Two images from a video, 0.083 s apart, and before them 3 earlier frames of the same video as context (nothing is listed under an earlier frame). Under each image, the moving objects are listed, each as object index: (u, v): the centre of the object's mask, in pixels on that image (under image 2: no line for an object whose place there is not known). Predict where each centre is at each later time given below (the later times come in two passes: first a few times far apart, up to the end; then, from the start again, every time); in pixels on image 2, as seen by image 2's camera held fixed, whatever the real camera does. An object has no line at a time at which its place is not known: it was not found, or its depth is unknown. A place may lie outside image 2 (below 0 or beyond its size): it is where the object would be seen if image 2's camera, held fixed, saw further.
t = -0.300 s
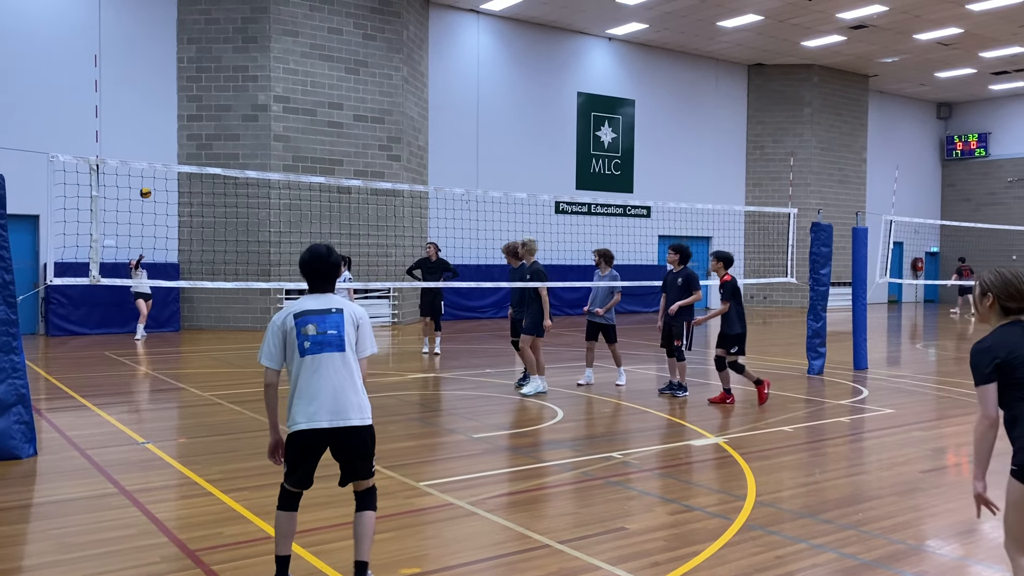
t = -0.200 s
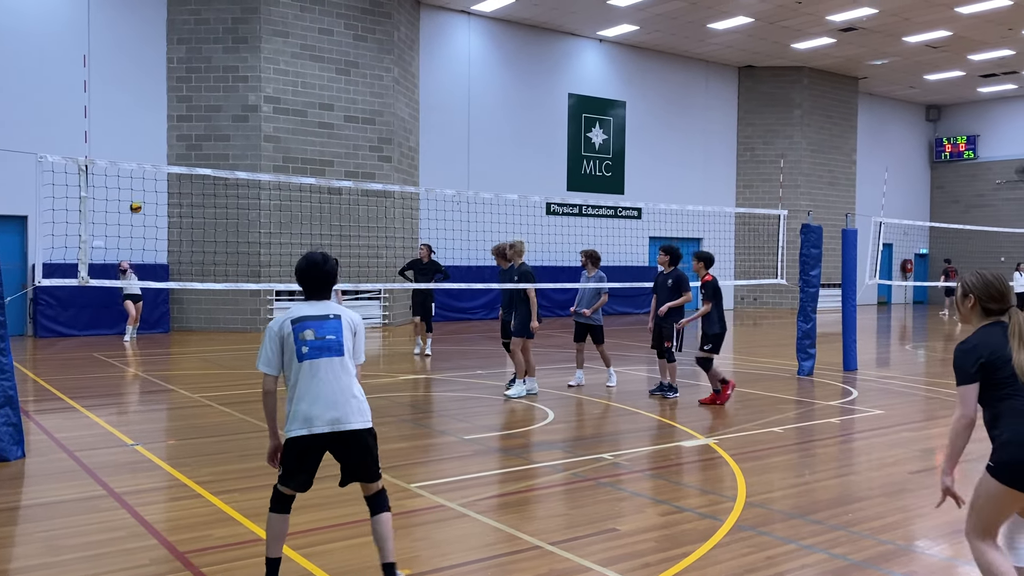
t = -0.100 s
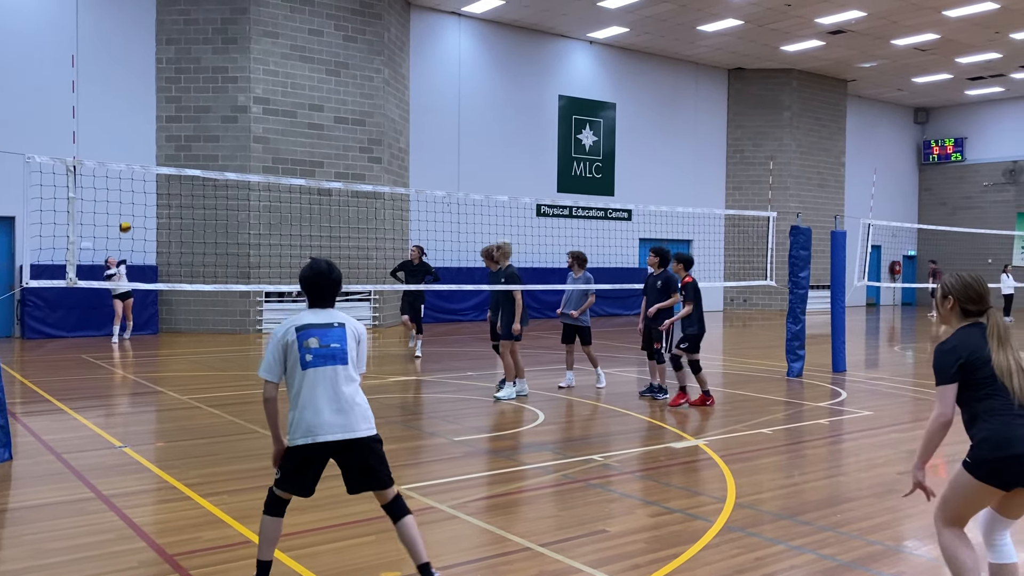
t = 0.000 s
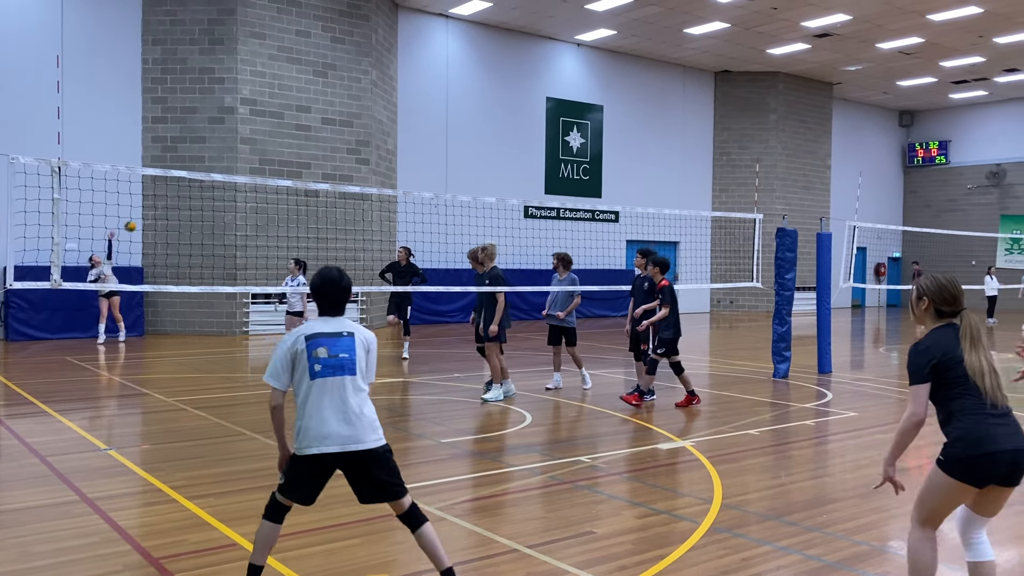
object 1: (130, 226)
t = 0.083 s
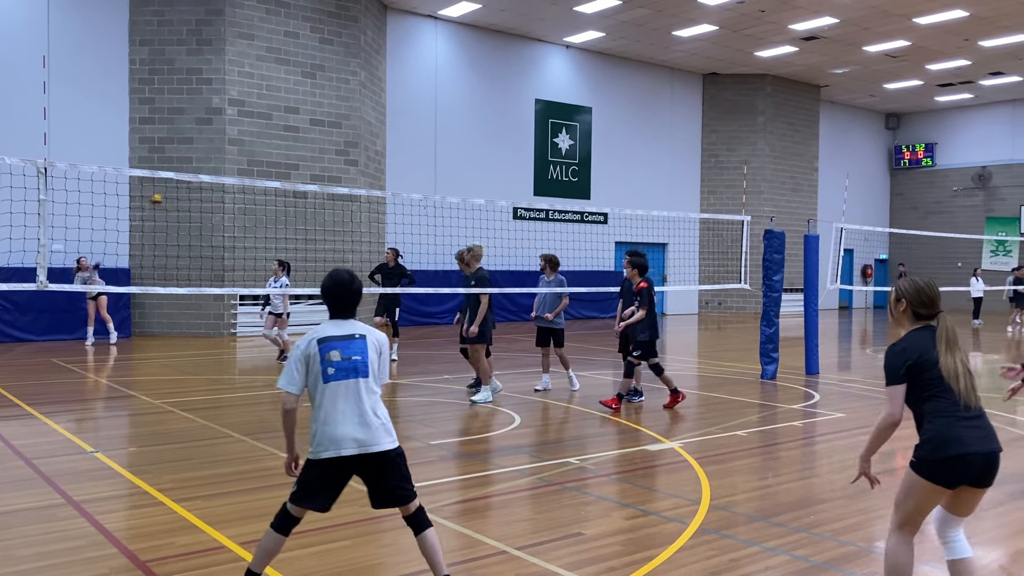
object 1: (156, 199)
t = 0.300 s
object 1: (263, 142)
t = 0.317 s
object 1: (272, 139)
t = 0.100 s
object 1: (164, 195)
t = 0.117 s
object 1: (172, 190)
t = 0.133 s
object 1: (181, 185)
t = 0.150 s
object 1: (188, 183)
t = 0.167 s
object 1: (196, 172)
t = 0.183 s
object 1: (205, 170)
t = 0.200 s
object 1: (213, 167)
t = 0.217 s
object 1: (221, 162)
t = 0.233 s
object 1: (229, 159)
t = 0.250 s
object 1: (237, 154)
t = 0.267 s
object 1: (246, 150)
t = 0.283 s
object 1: (255, 147)
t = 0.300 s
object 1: (263, 142)
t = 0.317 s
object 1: (272, 139)
